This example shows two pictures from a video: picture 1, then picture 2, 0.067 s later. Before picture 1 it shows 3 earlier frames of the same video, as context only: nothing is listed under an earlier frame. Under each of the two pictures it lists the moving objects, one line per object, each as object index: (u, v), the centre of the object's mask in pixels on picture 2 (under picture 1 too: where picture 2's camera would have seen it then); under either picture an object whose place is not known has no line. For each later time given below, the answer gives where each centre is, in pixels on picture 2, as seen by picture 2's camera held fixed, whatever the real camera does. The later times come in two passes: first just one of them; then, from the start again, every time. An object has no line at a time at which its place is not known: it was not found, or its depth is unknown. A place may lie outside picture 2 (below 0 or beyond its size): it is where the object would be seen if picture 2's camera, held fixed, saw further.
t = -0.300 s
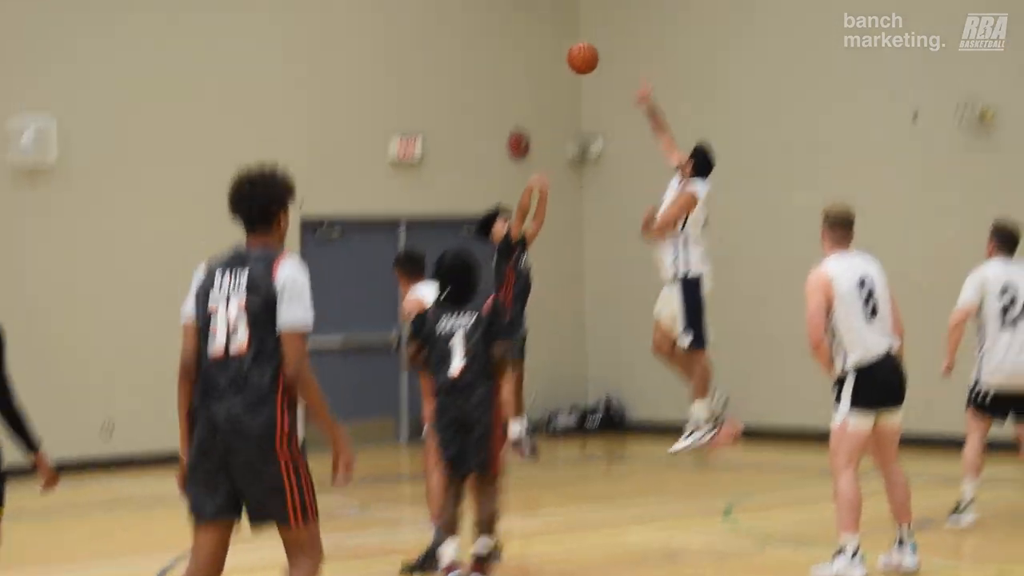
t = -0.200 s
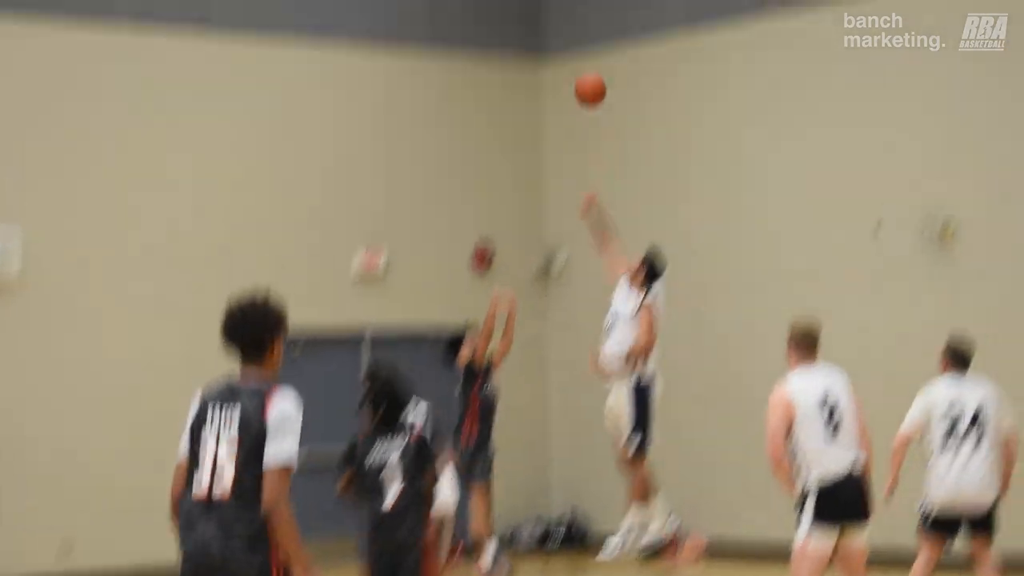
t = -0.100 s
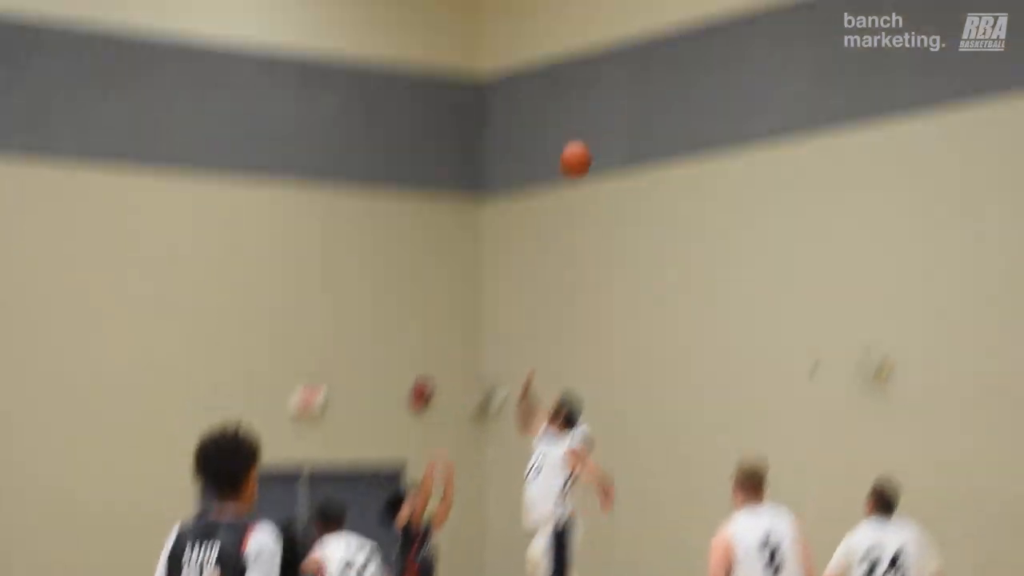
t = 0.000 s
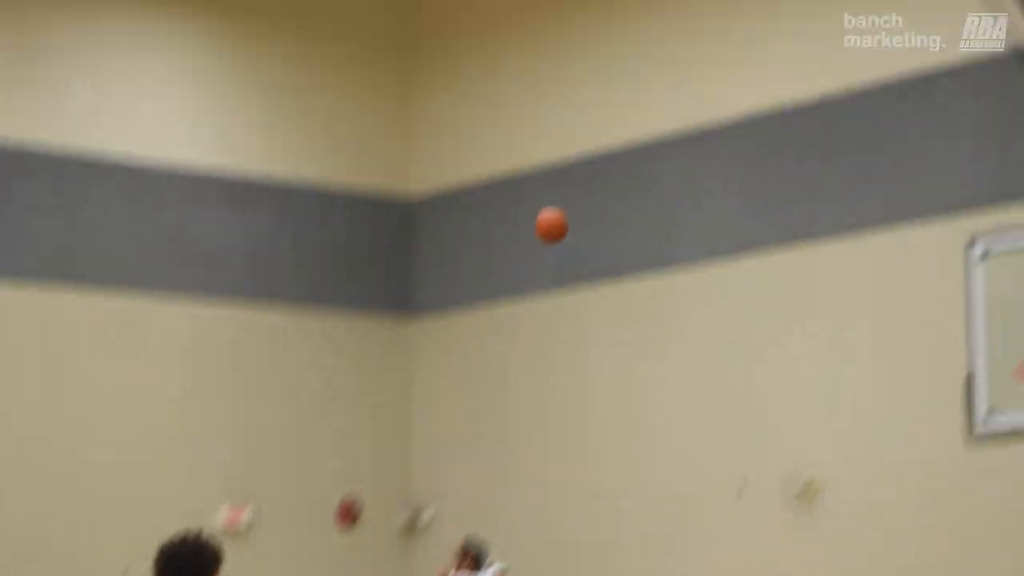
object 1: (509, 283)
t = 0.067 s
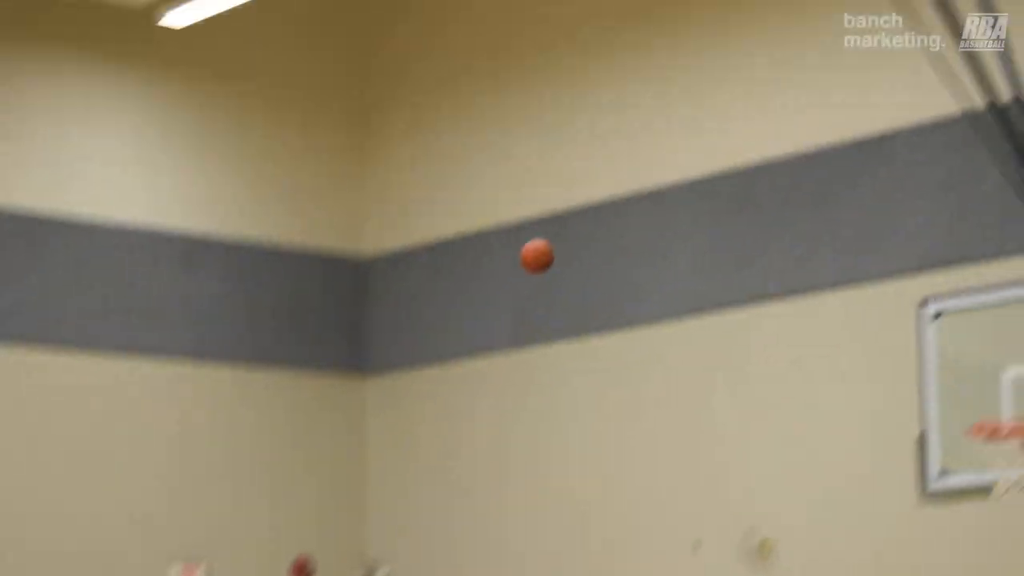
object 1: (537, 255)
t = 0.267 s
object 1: (631, 206)
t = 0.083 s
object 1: (544, 249)
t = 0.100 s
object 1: (552, 243)
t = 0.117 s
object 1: (560, 238)
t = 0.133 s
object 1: (568, 233)
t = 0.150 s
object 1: (575, 229)
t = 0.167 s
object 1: (583, 225)
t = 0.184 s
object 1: (590, 221)
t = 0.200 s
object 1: (598, 217)
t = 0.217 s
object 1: (606, 214)
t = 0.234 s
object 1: (614, 211)
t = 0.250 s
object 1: (622, 208)
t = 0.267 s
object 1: (631, 206)
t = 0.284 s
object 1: (639, 204)
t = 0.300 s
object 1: (648, 203)
